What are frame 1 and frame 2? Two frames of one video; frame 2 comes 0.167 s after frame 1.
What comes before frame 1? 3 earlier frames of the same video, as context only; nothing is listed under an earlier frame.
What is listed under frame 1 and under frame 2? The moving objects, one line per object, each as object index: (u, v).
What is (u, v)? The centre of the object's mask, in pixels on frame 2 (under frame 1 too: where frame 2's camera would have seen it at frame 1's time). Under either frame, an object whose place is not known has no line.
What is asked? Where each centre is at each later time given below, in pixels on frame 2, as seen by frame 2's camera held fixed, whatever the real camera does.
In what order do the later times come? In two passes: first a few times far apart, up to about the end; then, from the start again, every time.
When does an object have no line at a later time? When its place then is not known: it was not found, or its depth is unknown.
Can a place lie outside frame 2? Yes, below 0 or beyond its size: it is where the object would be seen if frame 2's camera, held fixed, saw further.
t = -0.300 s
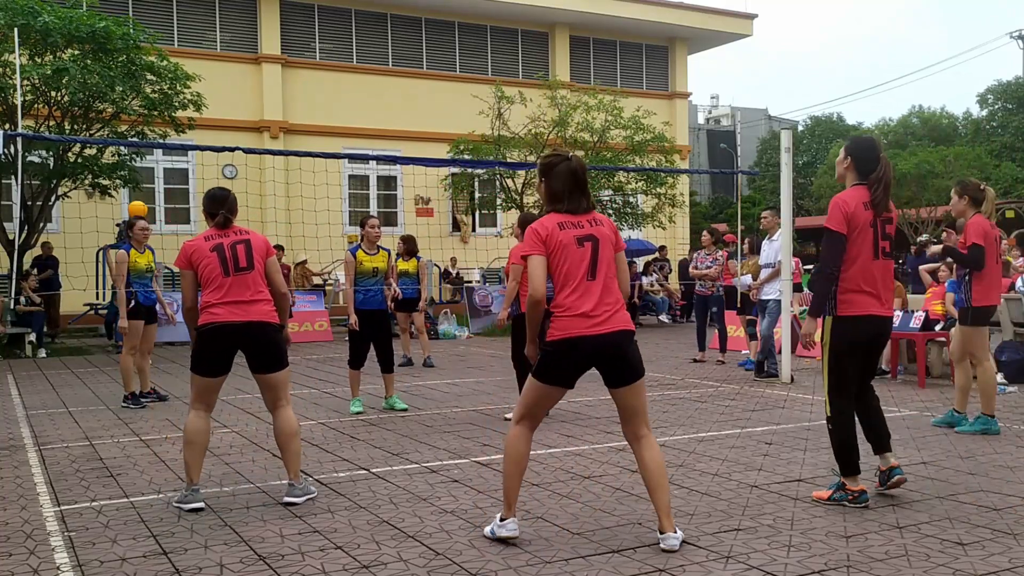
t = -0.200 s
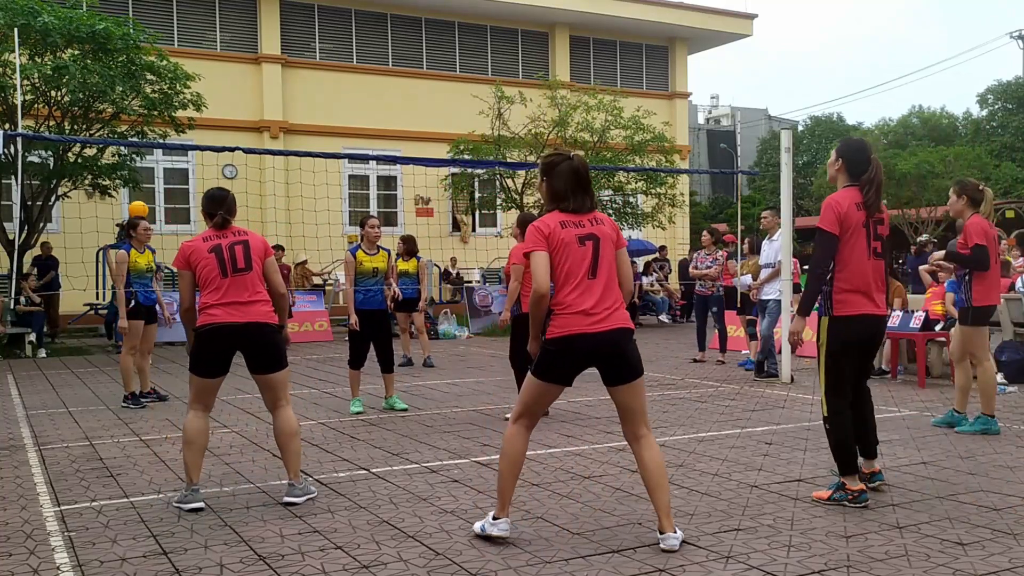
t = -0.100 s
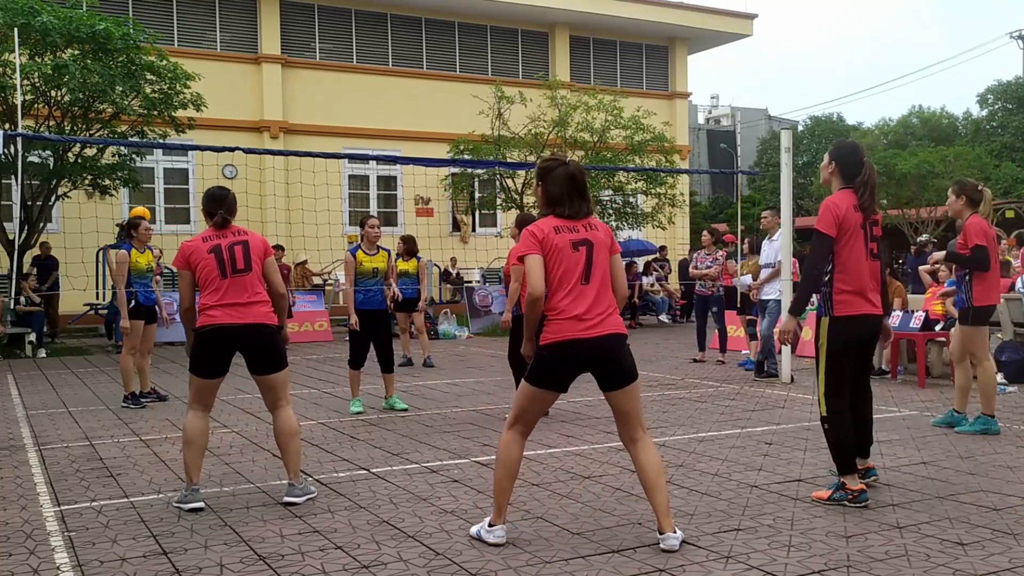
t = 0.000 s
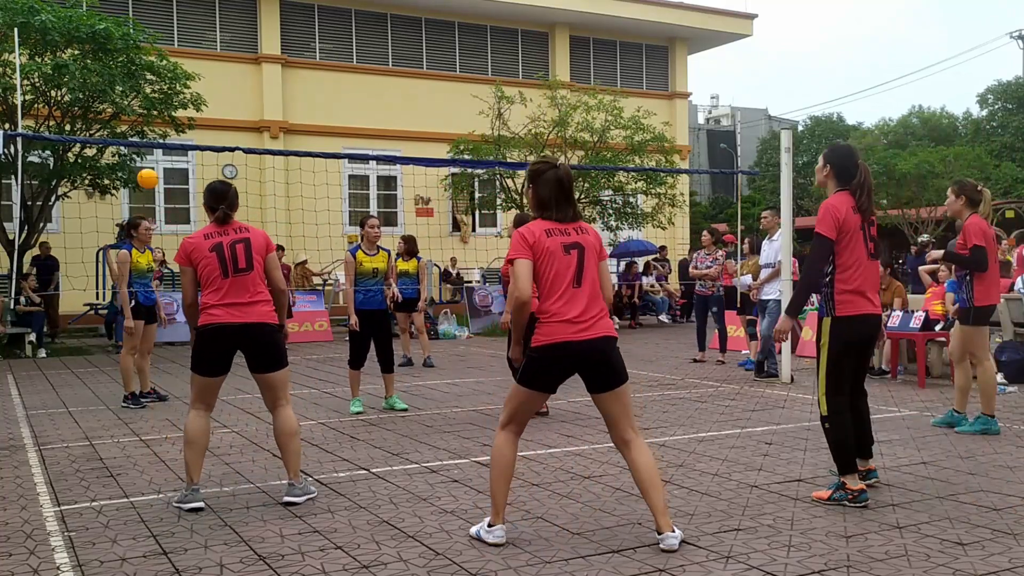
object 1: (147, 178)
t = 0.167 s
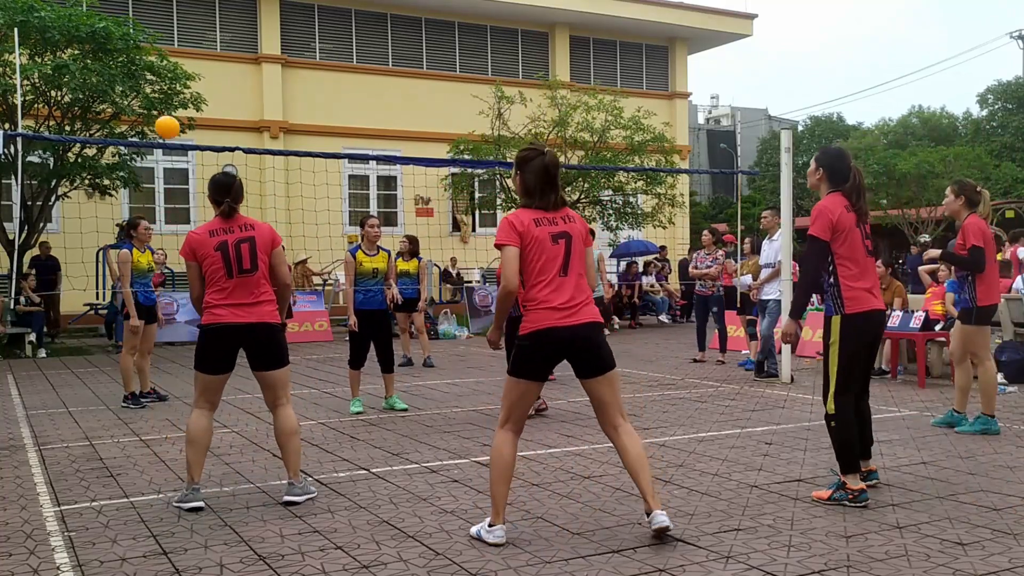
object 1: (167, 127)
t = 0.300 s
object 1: (190, 105)
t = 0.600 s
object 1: (291, 133)
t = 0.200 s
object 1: (172, 120)
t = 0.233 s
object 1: (178, 114)
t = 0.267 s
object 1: (184, 109)
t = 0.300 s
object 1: (190, 105)
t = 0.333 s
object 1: (198, 101)
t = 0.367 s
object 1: (206, 100)
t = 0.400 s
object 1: (215, 99)
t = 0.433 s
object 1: (225, 99)
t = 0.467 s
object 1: (236, 102)
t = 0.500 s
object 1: (248, 106)
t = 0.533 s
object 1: (261, 113)
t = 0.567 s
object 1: (275, 121)
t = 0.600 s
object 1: (291, 133)
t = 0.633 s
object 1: (309, 147)
